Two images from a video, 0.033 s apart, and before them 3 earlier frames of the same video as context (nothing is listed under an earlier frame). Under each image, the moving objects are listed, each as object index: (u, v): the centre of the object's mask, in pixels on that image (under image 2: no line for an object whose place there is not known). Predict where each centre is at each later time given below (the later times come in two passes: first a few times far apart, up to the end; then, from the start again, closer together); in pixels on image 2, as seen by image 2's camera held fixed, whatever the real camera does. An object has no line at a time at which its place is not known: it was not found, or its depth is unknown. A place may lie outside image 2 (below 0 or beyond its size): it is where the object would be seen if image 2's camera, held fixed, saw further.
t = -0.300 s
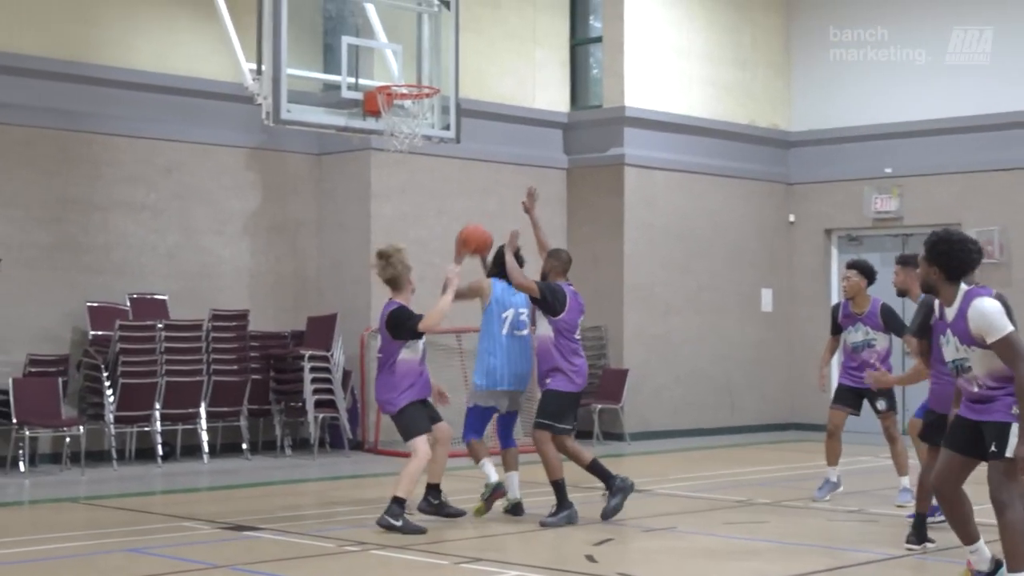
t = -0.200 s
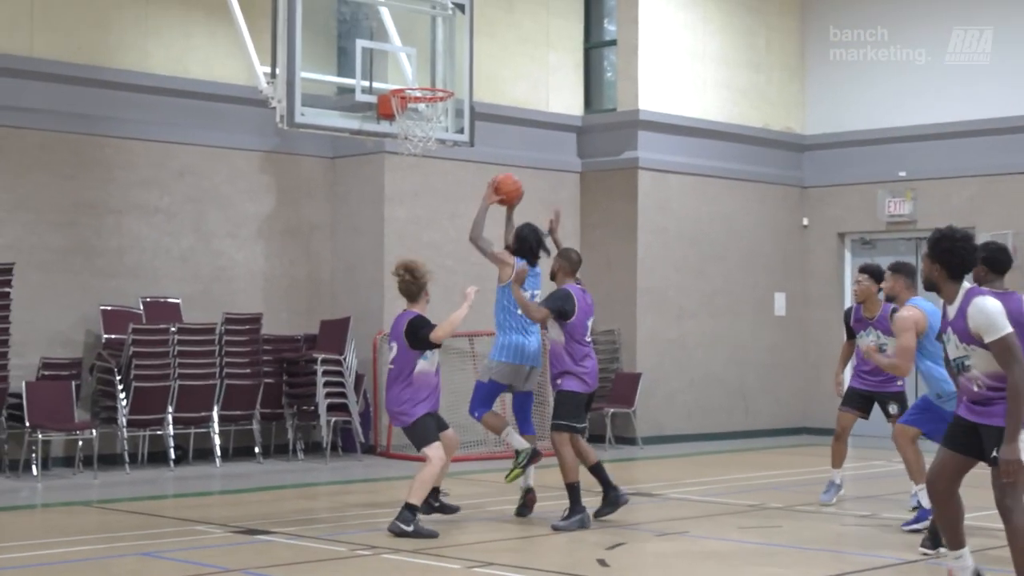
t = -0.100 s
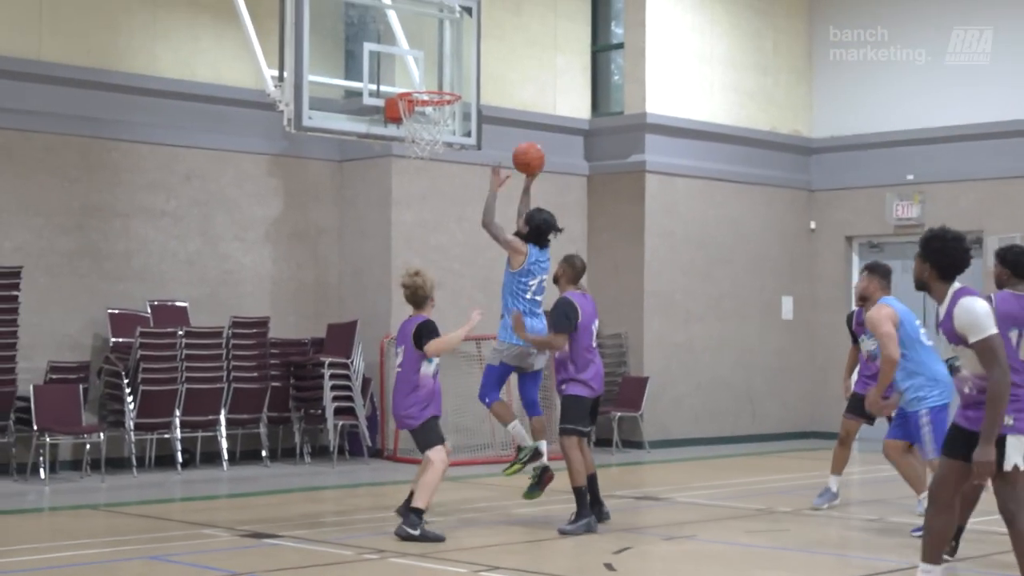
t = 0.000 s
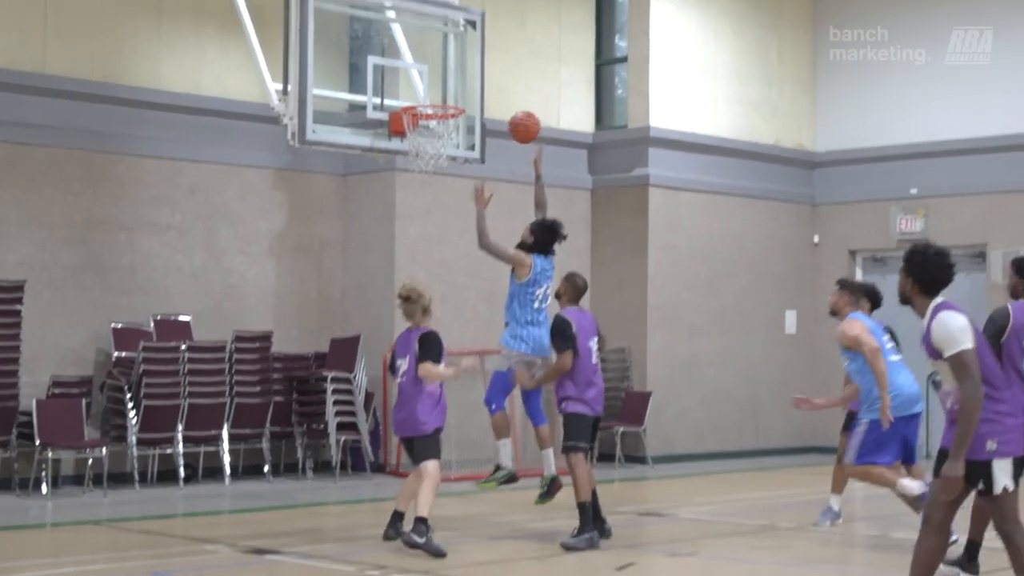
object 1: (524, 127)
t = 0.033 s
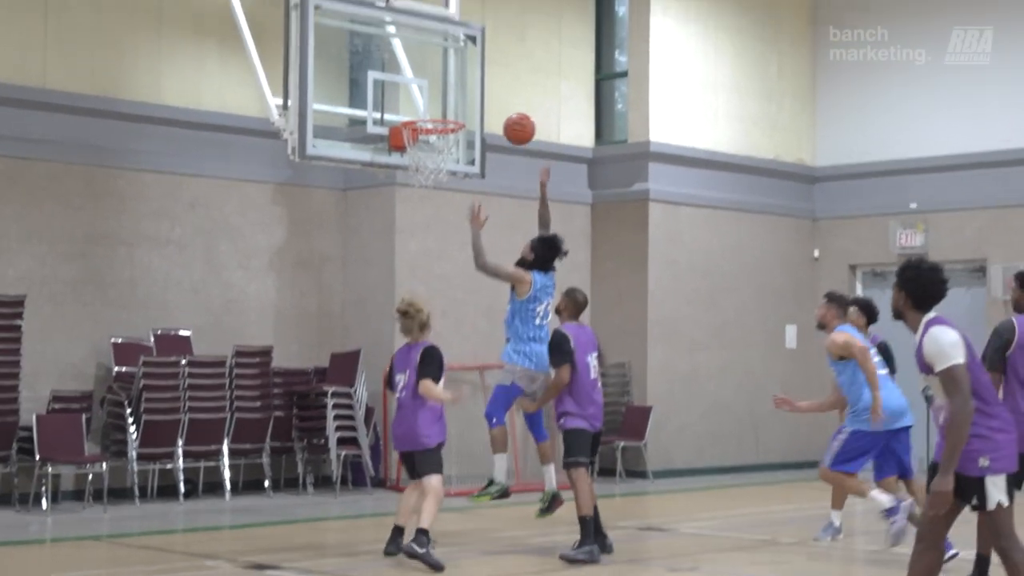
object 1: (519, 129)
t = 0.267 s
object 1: (482, 82)
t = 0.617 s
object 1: (431, 136)
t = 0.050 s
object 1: (516, 123)
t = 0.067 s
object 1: (514, 117)
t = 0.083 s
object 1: (511, 111)
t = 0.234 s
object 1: (487, 84)
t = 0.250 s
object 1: (485, 83)
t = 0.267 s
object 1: (482, 82)
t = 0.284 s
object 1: (480, 82)
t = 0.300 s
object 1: (477, 82)
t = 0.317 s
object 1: (475, 82)
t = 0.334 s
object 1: (472, 82)
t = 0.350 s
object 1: (469, 83)
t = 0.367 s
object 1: (467, 85)
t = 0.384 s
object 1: (464, 86)
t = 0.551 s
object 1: (439, 113)
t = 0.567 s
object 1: (436, 122)
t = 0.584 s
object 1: (434, 126)
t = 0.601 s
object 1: (433, 130)
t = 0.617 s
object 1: (431, 136)
